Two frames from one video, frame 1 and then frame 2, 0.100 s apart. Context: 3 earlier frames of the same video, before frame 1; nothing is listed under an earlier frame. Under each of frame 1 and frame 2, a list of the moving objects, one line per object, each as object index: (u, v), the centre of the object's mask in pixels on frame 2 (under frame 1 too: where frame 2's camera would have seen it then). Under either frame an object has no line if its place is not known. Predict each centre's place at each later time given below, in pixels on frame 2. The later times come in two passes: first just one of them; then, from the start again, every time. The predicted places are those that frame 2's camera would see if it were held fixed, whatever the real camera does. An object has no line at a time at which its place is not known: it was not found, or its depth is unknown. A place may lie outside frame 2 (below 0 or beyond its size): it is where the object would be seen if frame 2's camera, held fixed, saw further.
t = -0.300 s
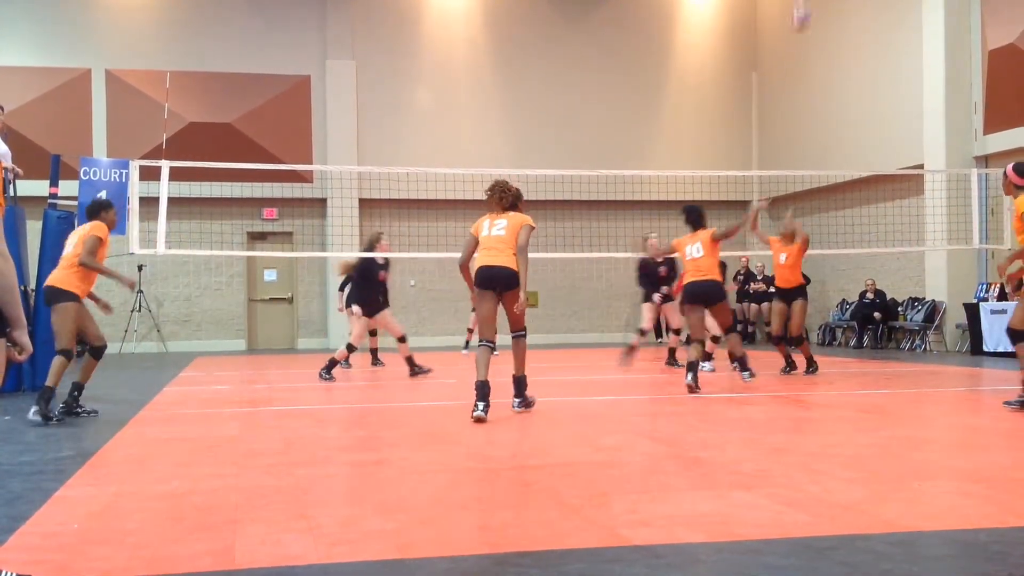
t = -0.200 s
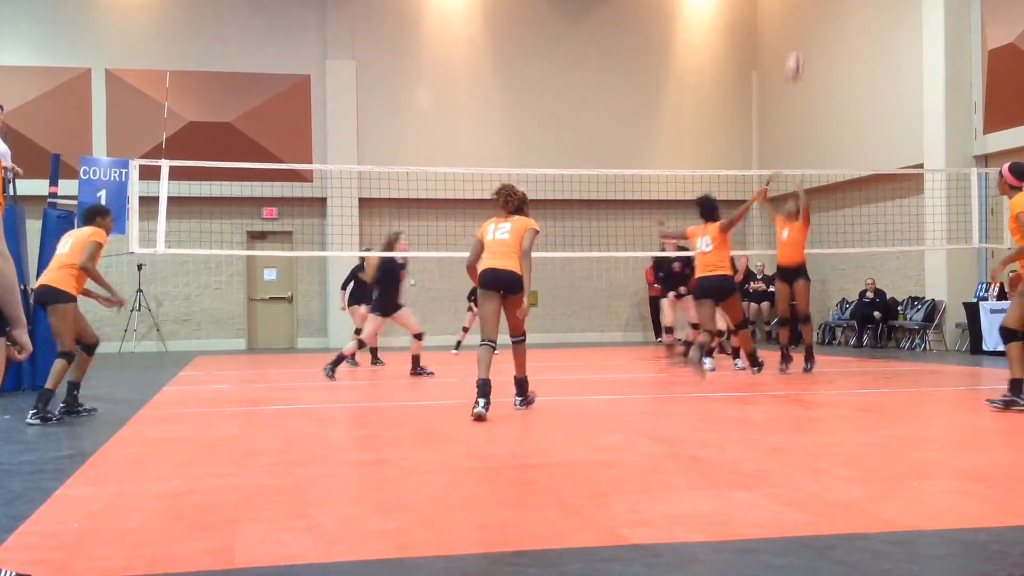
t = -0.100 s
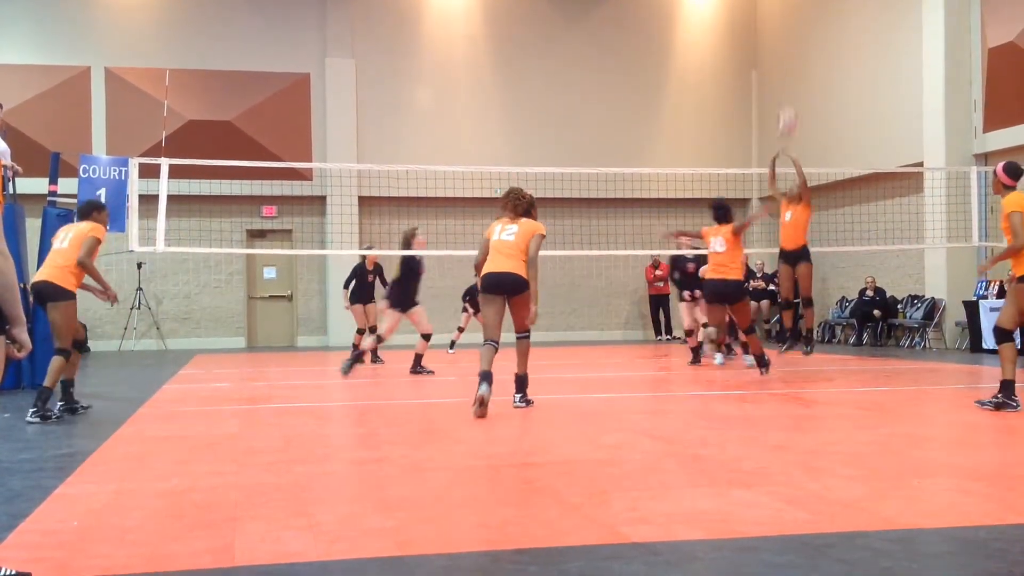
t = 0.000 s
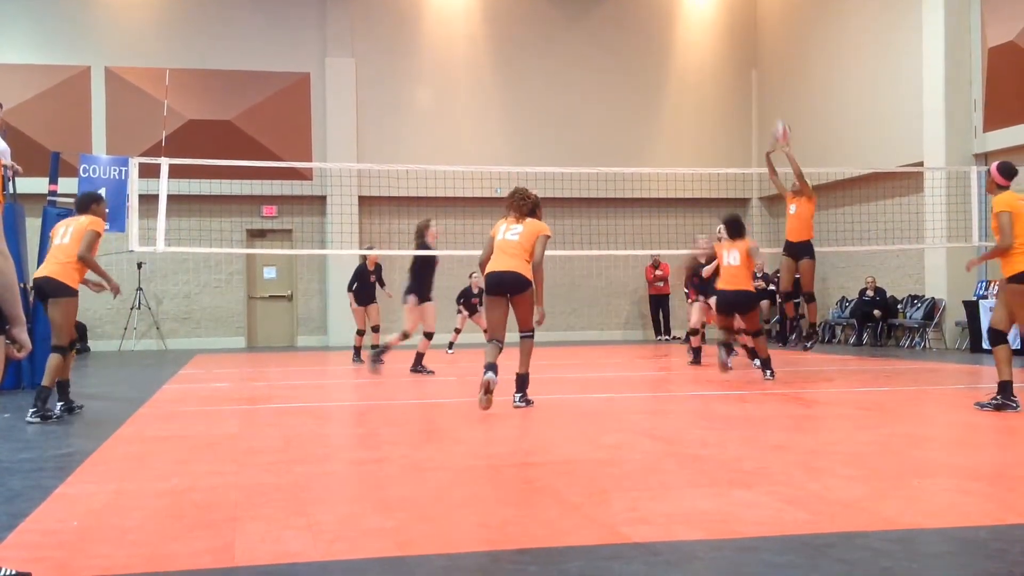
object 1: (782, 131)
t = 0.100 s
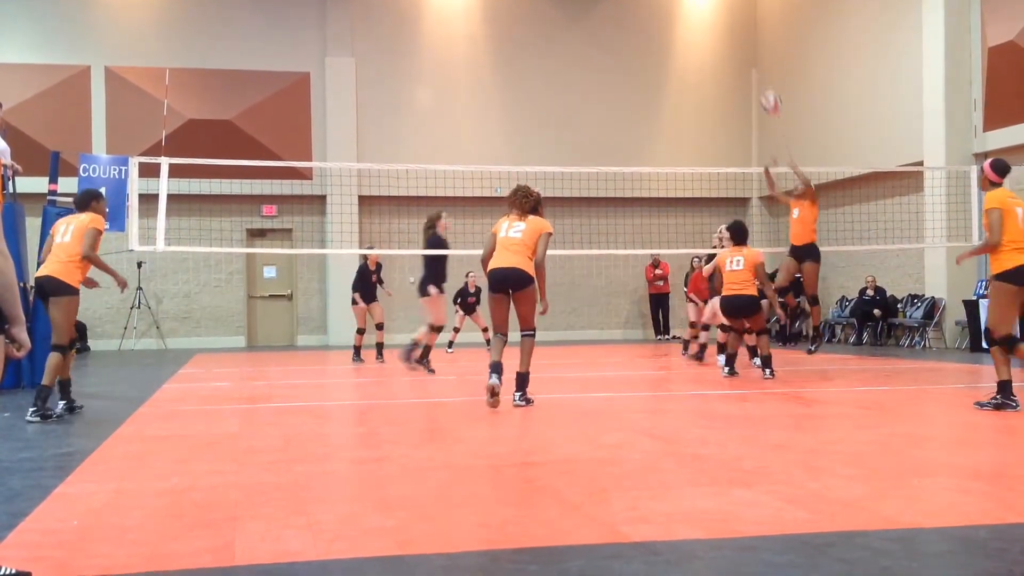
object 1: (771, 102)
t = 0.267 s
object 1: (755, 75)
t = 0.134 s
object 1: (766, 93)
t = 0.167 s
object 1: (764, 88)
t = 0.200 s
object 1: (761, 82)
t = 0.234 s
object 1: (758, 78)
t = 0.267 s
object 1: (755, 75)
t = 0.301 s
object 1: (751, 72)
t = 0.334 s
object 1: (748, 71)
